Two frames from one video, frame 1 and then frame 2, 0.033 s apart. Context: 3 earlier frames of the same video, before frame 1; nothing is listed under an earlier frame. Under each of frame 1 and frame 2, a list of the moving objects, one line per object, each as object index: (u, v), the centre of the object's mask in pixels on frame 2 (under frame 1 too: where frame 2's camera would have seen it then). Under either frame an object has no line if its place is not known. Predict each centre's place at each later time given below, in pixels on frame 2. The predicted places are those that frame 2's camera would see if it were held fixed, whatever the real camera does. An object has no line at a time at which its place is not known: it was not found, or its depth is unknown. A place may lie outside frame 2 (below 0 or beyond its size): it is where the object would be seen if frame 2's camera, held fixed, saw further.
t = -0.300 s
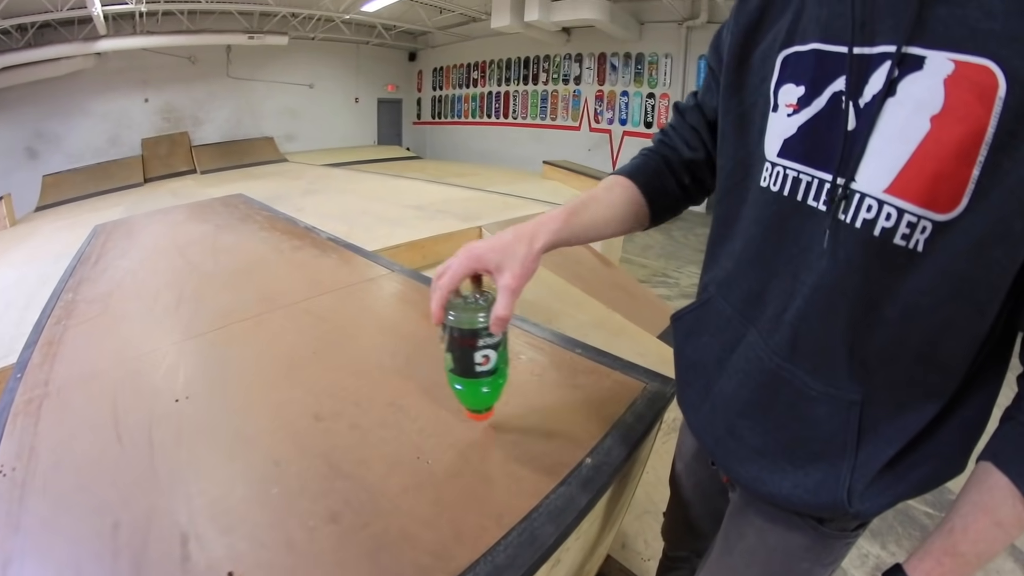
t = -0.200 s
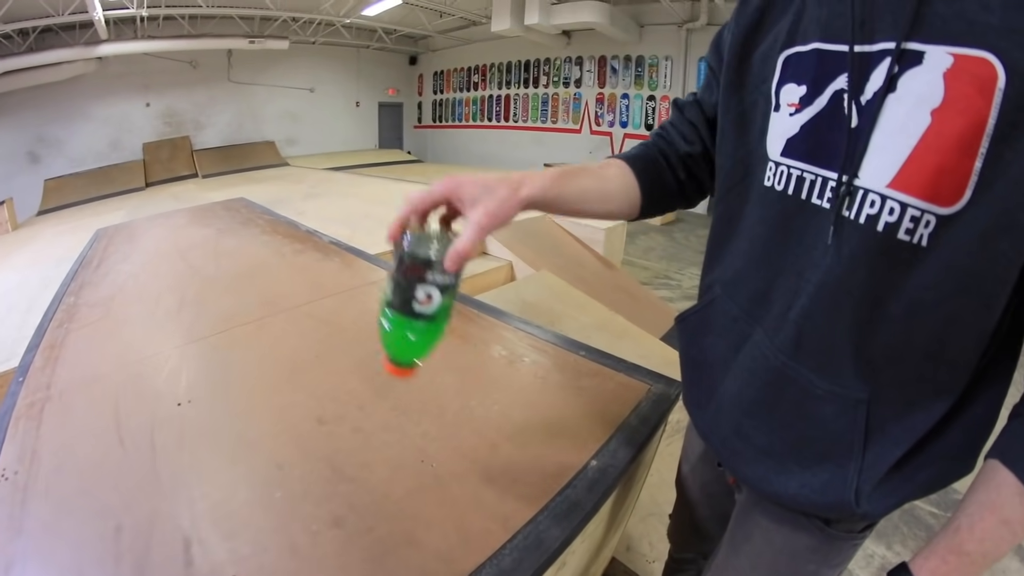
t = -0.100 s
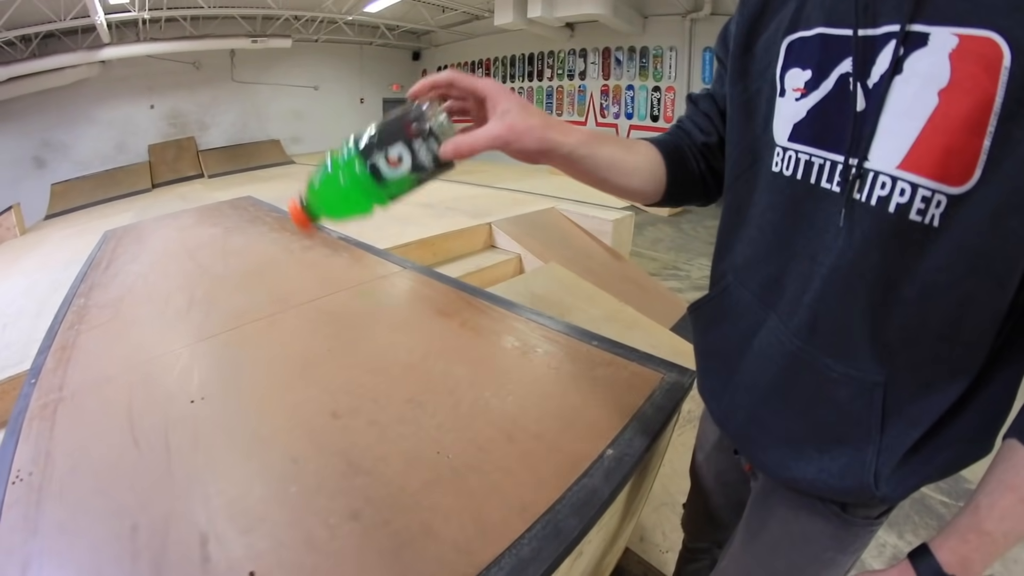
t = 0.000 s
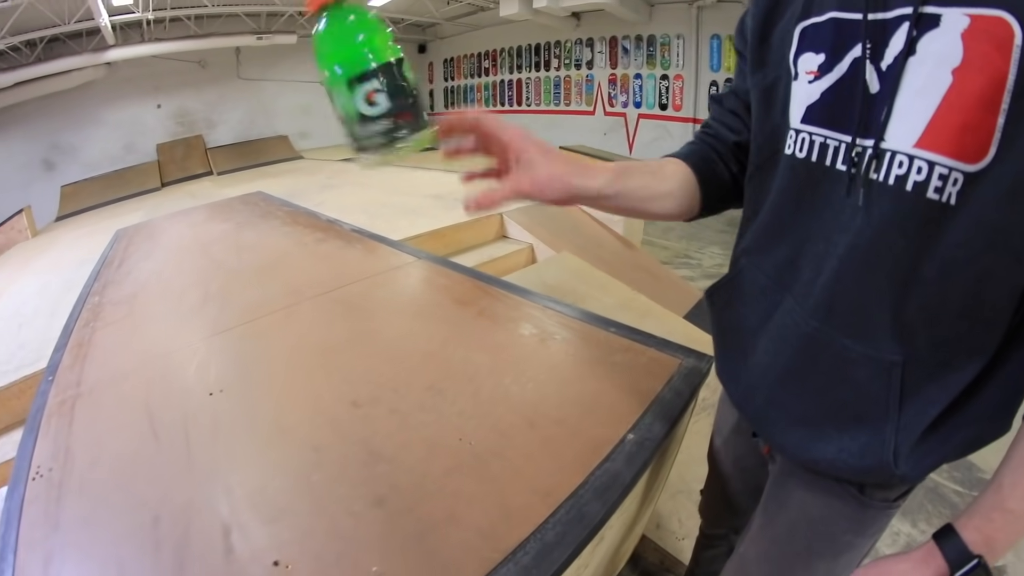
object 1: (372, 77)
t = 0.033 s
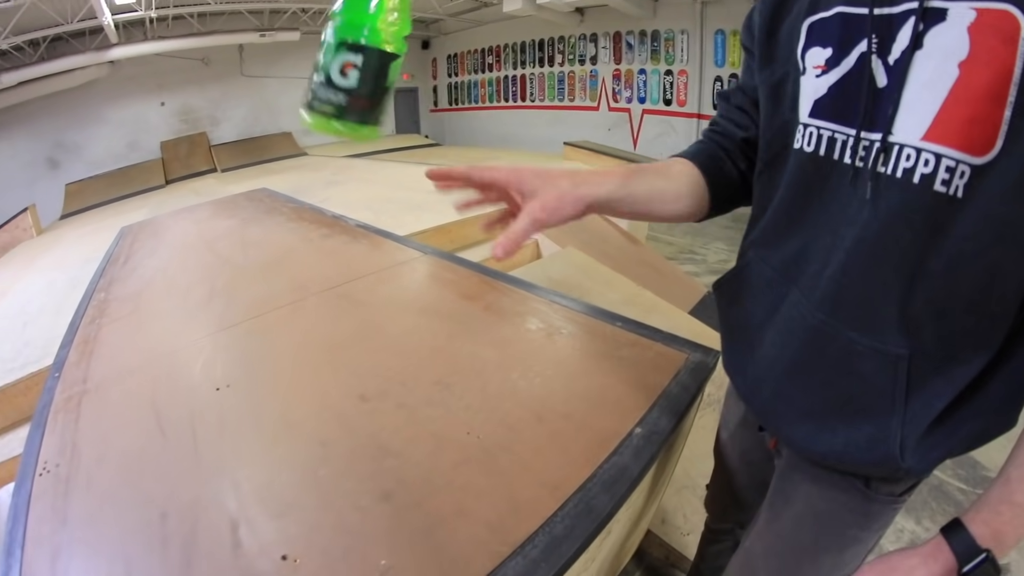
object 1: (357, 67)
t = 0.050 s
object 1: (351, 62)
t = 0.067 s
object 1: (348, 58)
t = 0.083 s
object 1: (347, 55)
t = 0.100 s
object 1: (348, 56)
